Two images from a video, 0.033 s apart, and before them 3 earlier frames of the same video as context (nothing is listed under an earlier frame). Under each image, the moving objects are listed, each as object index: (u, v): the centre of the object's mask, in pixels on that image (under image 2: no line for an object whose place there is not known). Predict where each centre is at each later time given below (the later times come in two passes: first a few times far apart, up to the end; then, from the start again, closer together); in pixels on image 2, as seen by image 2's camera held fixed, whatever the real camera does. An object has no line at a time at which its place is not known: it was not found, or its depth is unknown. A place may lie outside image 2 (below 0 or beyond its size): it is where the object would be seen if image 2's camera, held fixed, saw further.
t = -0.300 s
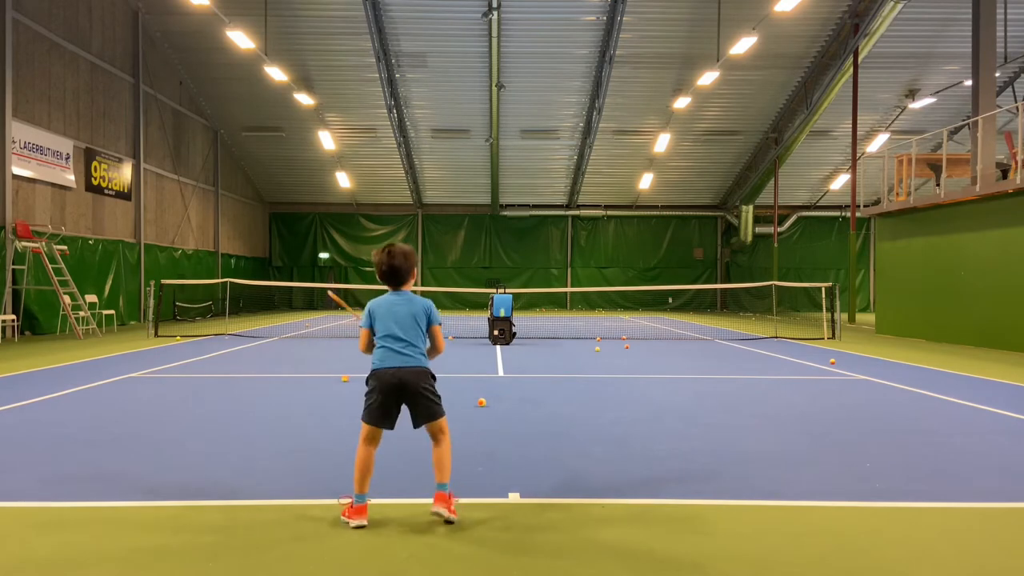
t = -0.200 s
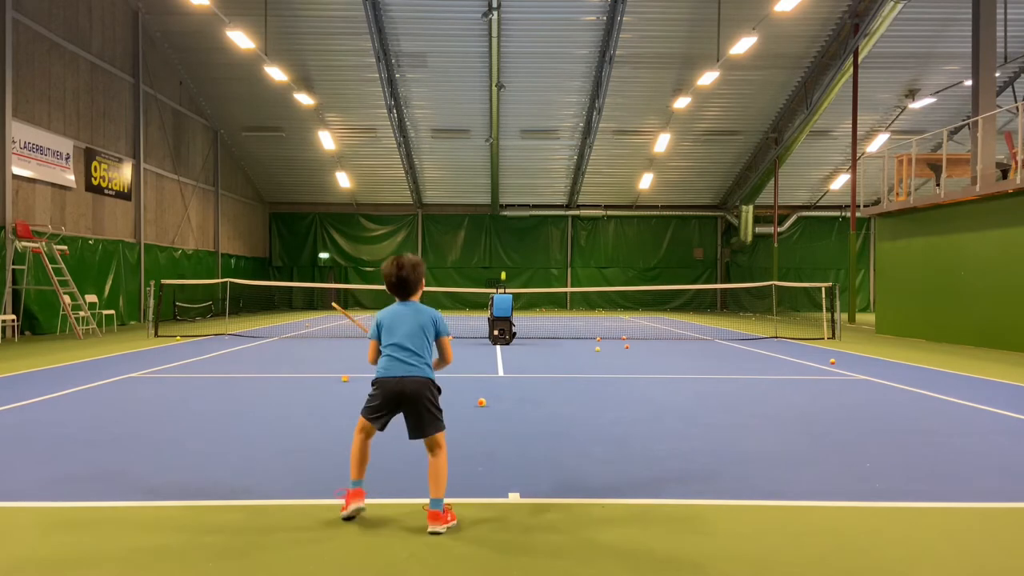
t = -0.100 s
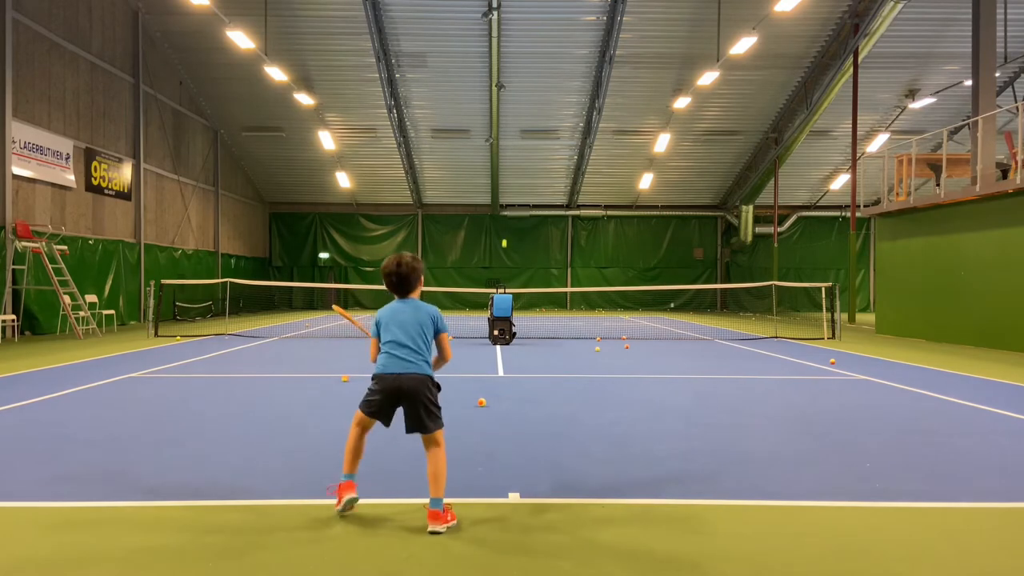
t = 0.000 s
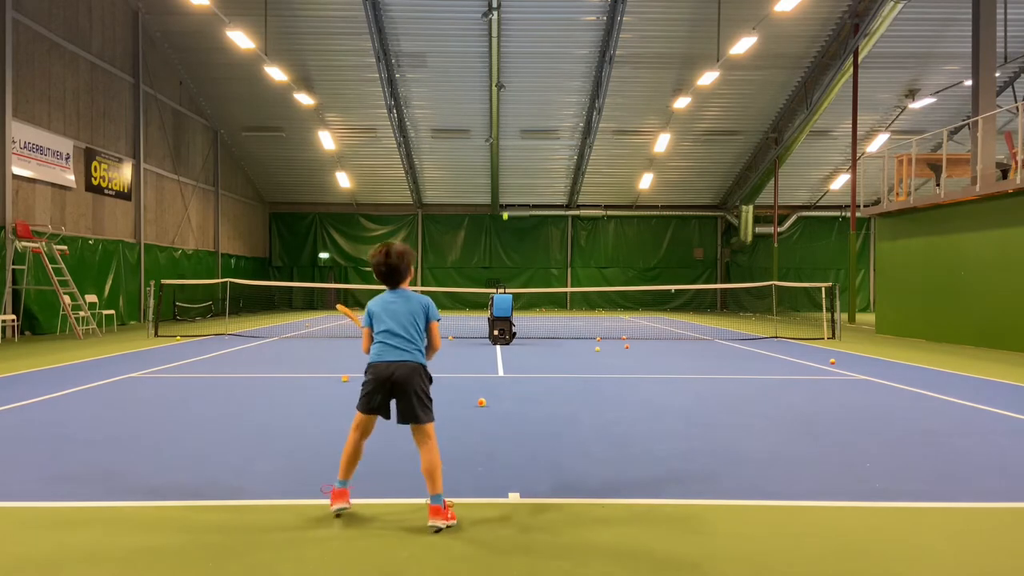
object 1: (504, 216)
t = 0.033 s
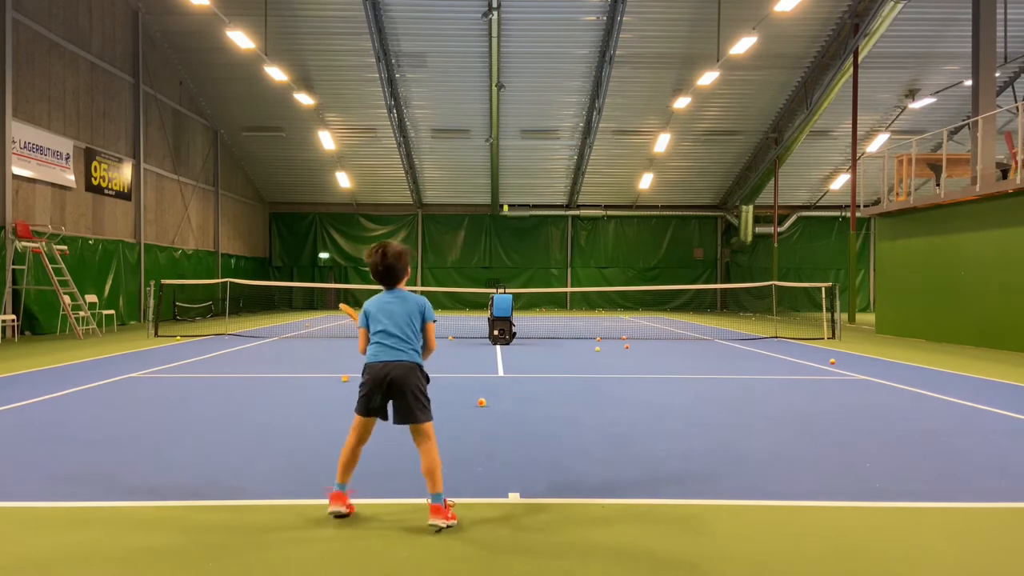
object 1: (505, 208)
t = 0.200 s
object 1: (508, 178)
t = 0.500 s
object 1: (512, 176)
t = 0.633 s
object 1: (515, 202)
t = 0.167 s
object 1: (507, 182)
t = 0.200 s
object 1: (508, 178)
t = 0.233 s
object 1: (508, 174)
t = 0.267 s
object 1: (508, 172)
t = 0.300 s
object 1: (508, 169)
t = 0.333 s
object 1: (508, 168)
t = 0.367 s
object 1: (509, 168)
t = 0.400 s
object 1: (510, 168)
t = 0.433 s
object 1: (511, 169)
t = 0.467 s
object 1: (511, 172)
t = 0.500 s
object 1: (512, 176)
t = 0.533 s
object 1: (512, 180)
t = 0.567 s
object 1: (513, 186)
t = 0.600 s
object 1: (514, 193)
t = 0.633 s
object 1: (515, 202)
